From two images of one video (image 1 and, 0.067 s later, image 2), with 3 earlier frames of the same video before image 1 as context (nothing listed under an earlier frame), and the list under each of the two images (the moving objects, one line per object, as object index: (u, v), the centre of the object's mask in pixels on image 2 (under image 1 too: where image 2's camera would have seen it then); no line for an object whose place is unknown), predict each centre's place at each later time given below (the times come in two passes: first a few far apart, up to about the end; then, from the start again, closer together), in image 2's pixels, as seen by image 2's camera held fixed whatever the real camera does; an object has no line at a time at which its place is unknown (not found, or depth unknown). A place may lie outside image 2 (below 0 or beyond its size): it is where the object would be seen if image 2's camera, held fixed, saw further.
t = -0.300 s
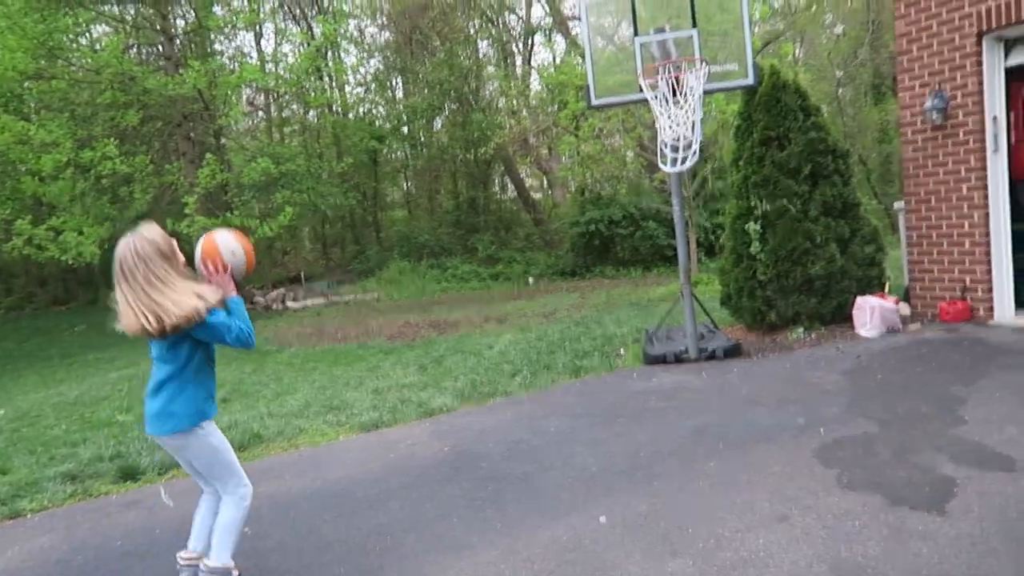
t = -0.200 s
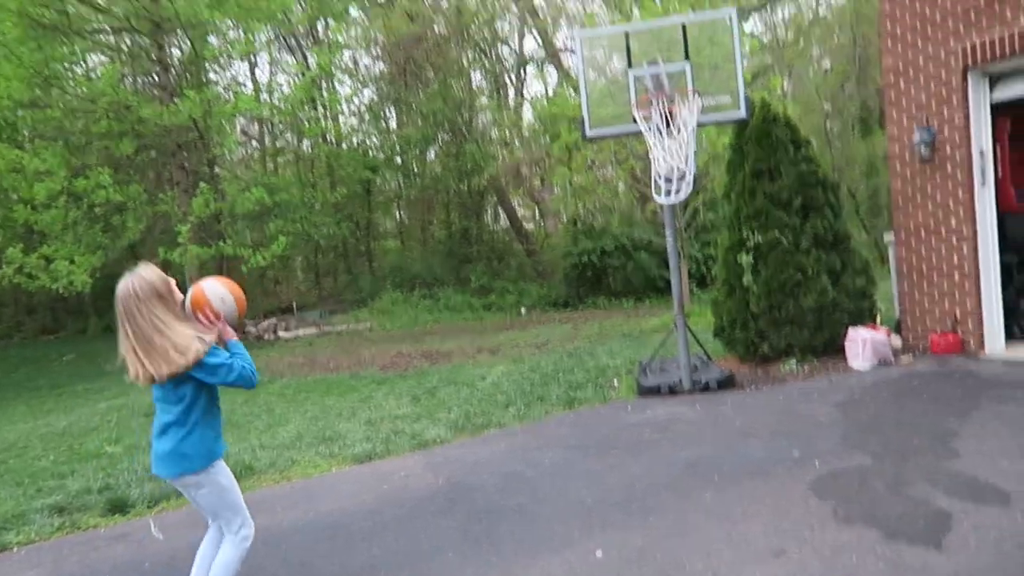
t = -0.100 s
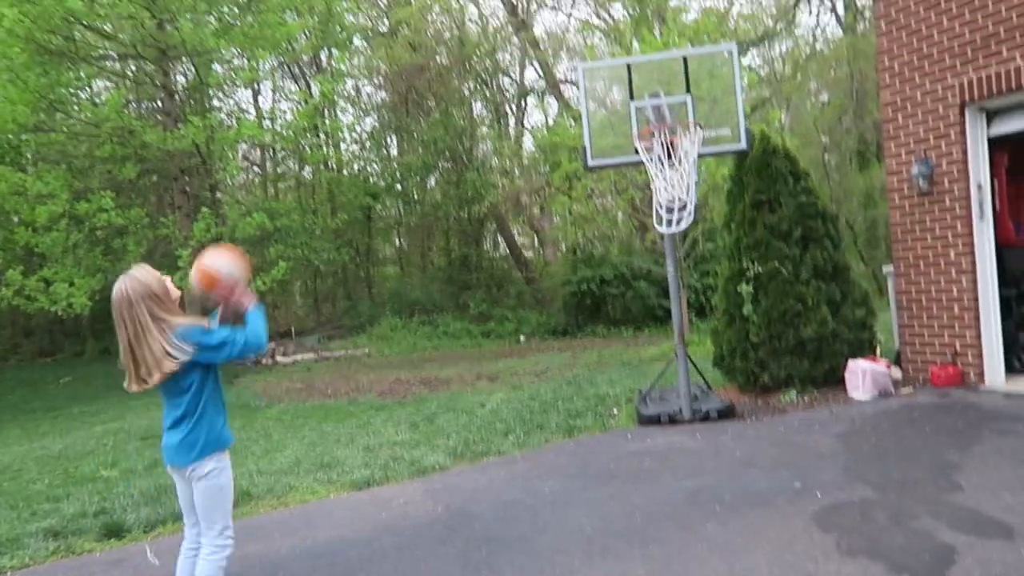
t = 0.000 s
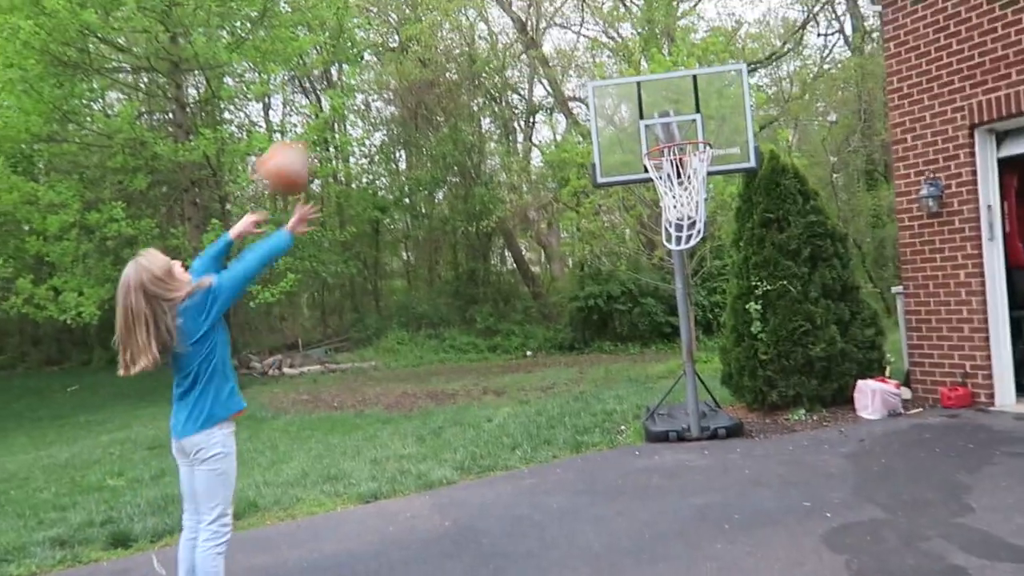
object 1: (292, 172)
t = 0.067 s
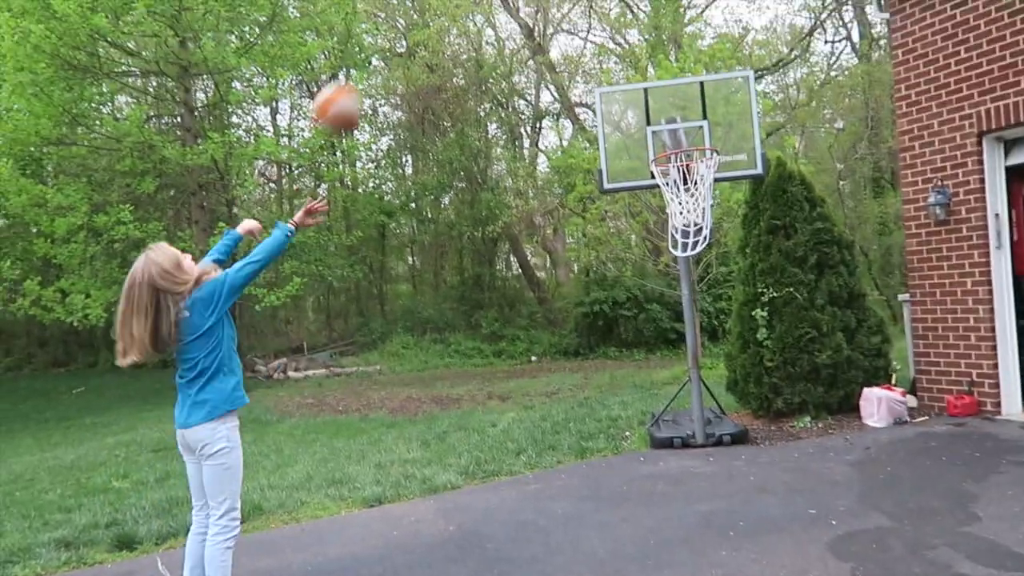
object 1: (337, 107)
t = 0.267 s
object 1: (452, -1)
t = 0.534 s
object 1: (567, -12)
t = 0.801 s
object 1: (654, 72)
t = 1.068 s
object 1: (672, 114)
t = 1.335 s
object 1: (614, 94)
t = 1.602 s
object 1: (550, 181)
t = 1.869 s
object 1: (472, 435)
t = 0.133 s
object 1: (380, 58)
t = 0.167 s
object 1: (398, 40)
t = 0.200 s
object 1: (417, 22)
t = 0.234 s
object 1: (435, 8)
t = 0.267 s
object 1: (452, -1)
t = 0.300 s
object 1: (468, -6)
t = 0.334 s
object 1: (482, -10)
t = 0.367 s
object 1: (498, -13)
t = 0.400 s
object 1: (510, -14)
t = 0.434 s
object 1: (529, -16)
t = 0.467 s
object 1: (541, -16)
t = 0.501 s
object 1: (554, -16)
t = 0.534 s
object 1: (567, -12)
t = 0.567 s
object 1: (579, -6)
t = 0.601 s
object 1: (591, 1)
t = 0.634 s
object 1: (602, 10)
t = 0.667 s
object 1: (613, 22)
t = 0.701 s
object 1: (623, 32)
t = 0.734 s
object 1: (635, 44)
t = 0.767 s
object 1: (645, 59)
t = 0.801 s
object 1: (654, 72)
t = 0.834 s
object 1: (664, 88)
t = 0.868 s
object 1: (674, 104)
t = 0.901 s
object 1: (682, 123)
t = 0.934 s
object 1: (692, 139)
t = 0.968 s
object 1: (692, 140)
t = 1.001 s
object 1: (686, 132)
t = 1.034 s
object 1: (679, 123)
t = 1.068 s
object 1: (672, 114)
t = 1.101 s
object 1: (665, 108)
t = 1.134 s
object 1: (658, 101)
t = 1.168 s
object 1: (651, 96)
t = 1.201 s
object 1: (643, 93)
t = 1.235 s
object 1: (636, 91)
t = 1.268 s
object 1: (628, 90)
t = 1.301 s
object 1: (620, 92)
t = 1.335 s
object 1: (614, 94)
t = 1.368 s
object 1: (605, 98)
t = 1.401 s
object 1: (598, 104)
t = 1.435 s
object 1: (590, 111)
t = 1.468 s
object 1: (582, 121)
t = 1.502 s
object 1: (574, 132)
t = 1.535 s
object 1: (568, 147)
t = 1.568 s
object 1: (559, 163)
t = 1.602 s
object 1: (550, 181)
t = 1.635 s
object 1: (540, 202)
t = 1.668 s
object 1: (532, 226)
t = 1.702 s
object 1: (524, 252)
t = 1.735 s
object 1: (513, 283)
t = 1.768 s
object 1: (503, 316)
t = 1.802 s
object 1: (494, 351)
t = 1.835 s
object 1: (483, 390)
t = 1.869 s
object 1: (472, 435)
